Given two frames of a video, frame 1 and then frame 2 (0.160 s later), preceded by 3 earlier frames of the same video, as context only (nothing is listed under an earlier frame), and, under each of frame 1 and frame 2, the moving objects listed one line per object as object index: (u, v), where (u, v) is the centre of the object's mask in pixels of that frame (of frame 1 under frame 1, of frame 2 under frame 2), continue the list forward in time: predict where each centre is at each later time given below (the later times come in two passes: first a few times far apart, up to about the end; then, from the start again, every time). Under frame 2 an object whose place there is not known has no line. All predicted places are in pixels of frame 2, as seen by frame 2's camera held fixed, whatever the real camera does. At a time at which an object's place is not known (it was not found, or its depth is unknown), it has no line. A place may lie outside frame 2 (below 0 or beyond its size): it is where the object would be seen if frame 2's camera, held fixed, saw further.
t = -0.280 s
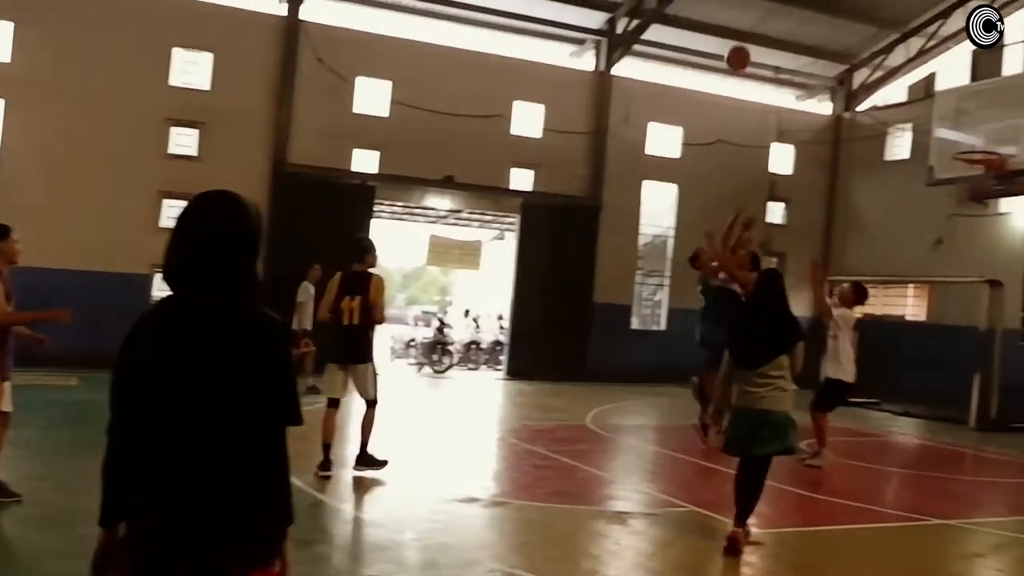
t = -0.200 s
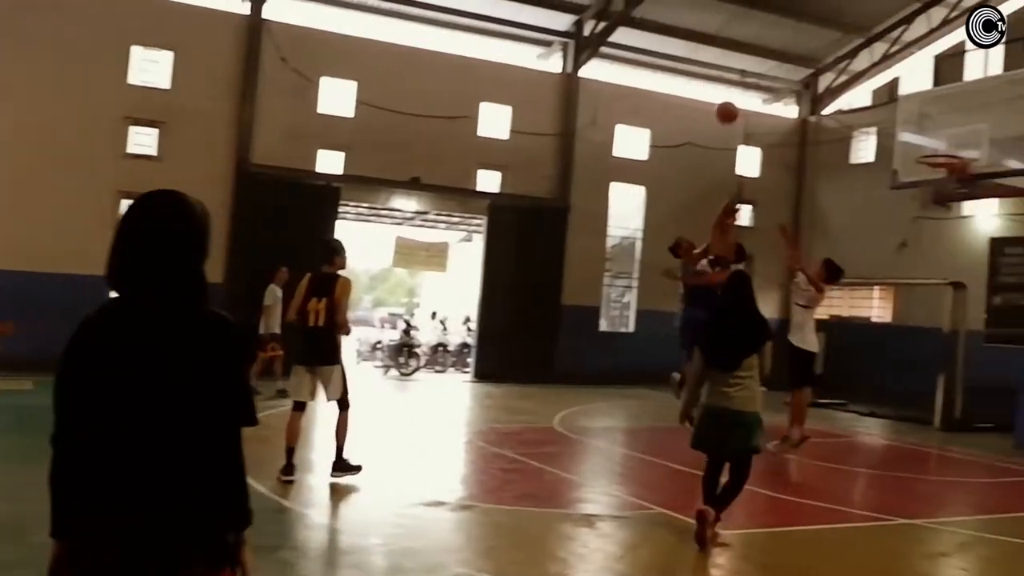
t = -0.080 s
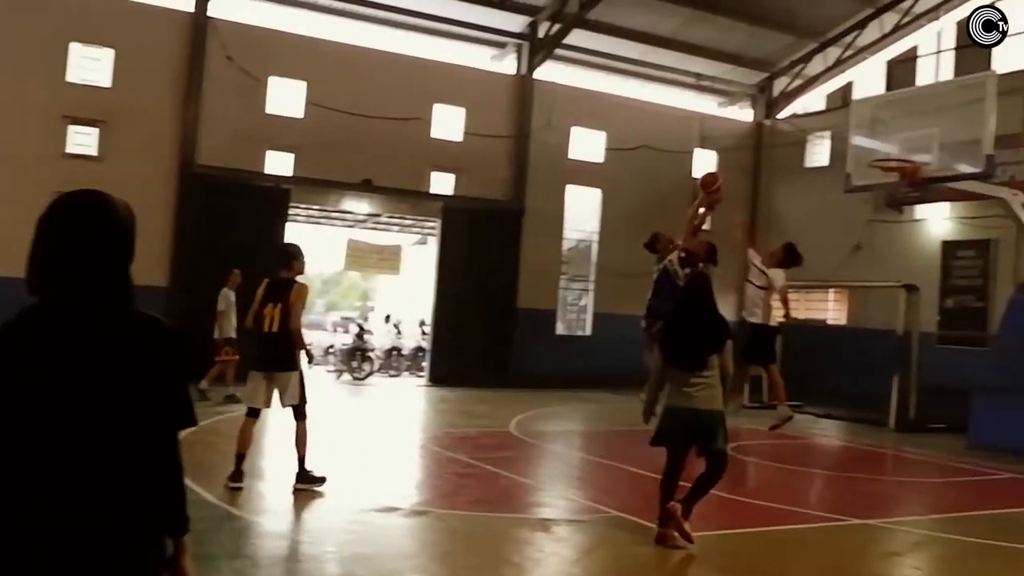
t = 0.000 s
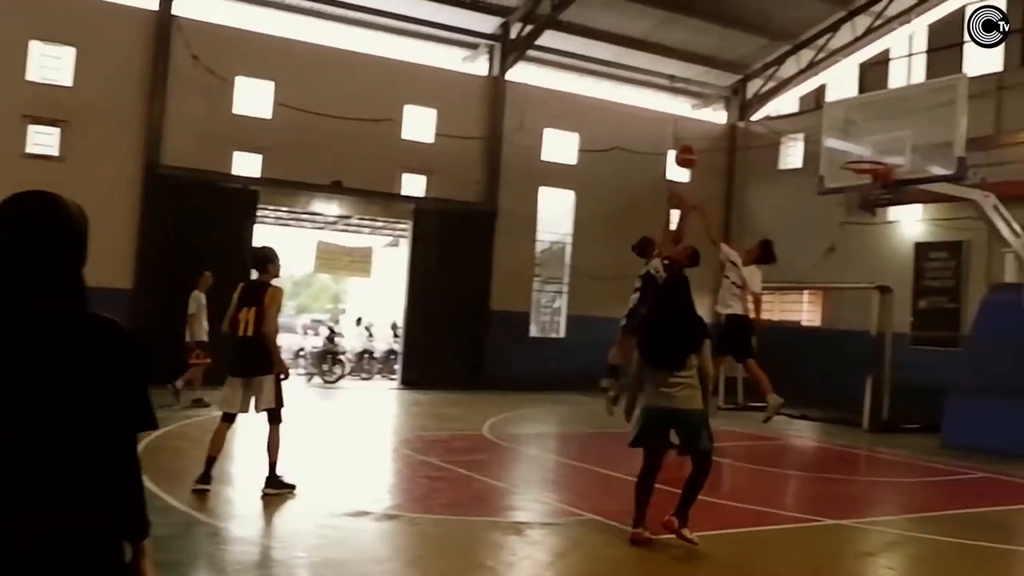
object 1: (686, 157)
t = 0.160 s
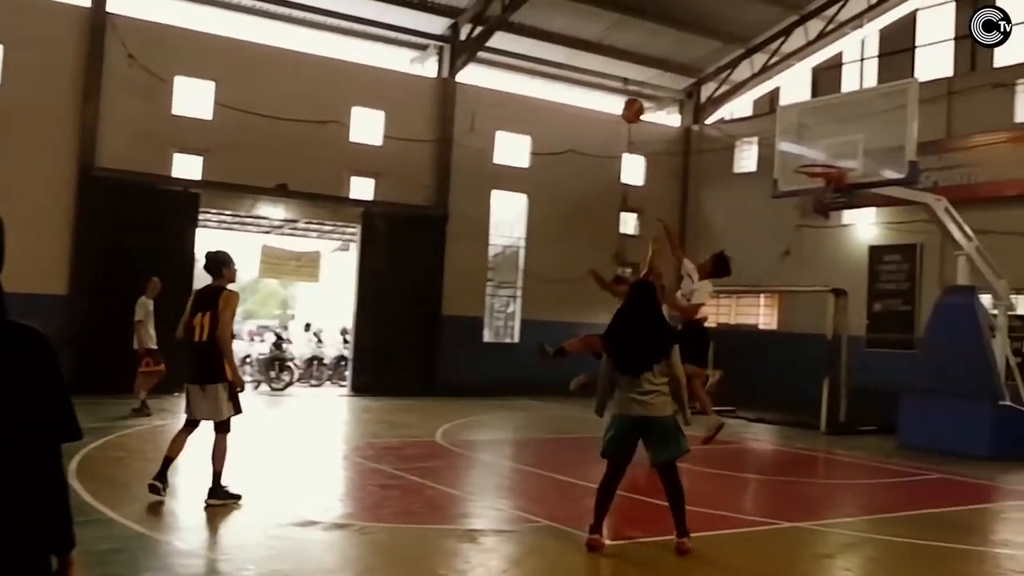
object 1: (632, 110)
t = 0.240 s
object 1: (627, 96)
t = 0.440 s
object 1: (611, 84)
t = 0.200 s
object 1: (630, 102)
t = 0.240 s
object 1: (627, 96)
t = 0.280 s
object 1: (622, 91)
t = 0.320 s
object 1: (619, 87)
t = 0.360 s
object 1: (617, 84)
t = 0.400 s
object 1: (614, 83)
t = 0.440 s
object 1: (611, 84)
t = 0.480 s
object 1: (608, 86)
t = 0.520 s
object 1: (605, 90)
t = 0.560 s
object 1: (601, 100)
